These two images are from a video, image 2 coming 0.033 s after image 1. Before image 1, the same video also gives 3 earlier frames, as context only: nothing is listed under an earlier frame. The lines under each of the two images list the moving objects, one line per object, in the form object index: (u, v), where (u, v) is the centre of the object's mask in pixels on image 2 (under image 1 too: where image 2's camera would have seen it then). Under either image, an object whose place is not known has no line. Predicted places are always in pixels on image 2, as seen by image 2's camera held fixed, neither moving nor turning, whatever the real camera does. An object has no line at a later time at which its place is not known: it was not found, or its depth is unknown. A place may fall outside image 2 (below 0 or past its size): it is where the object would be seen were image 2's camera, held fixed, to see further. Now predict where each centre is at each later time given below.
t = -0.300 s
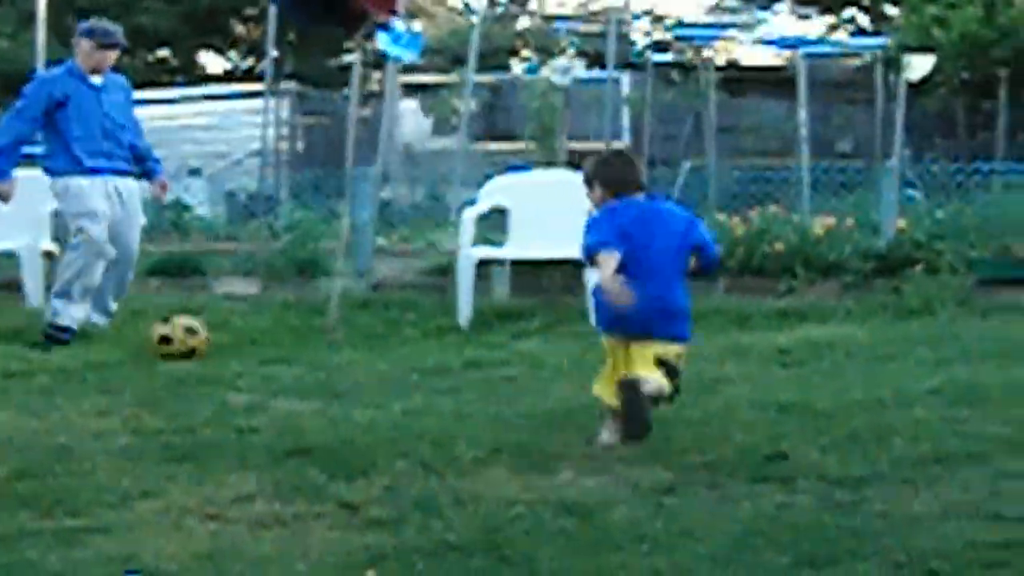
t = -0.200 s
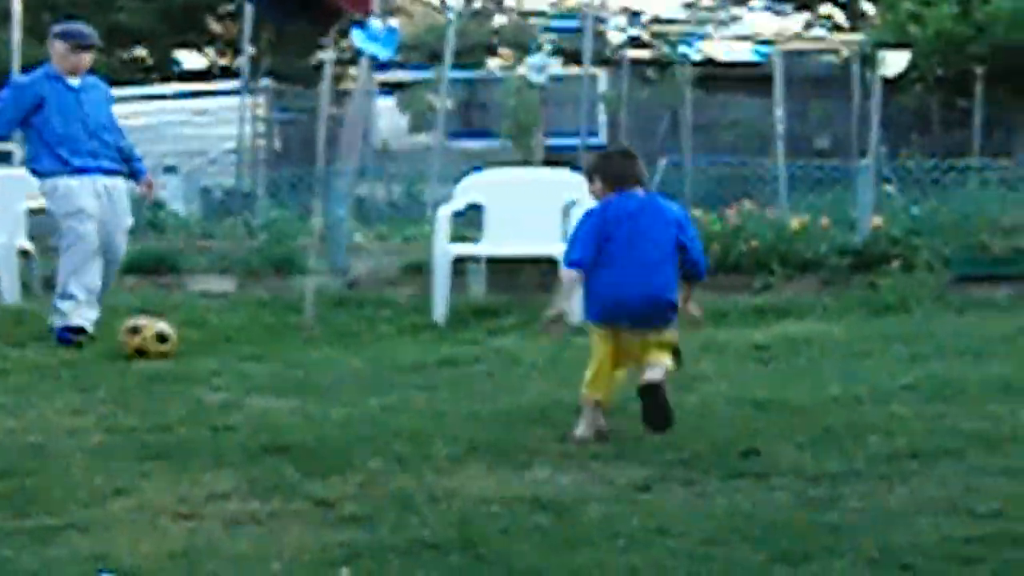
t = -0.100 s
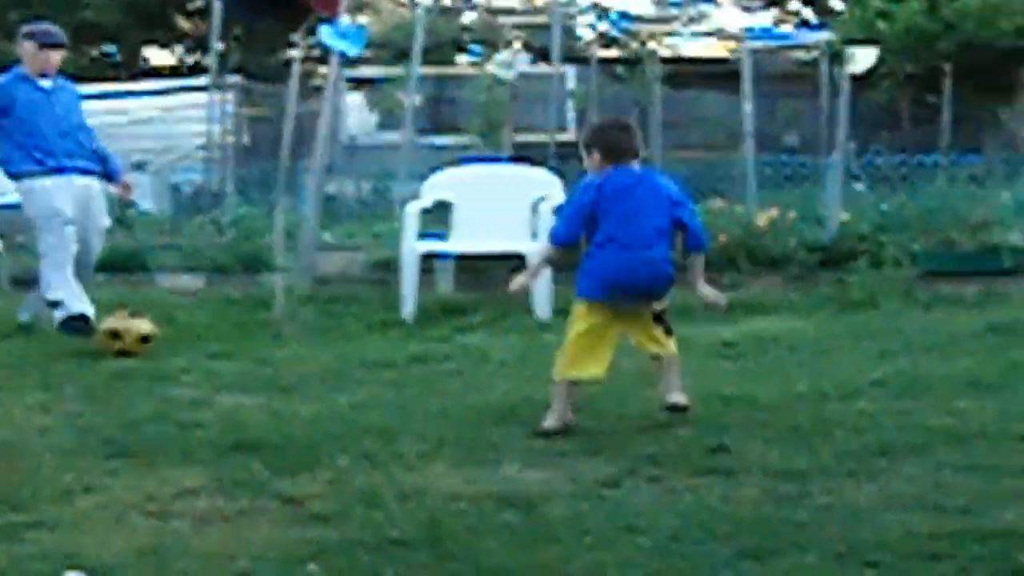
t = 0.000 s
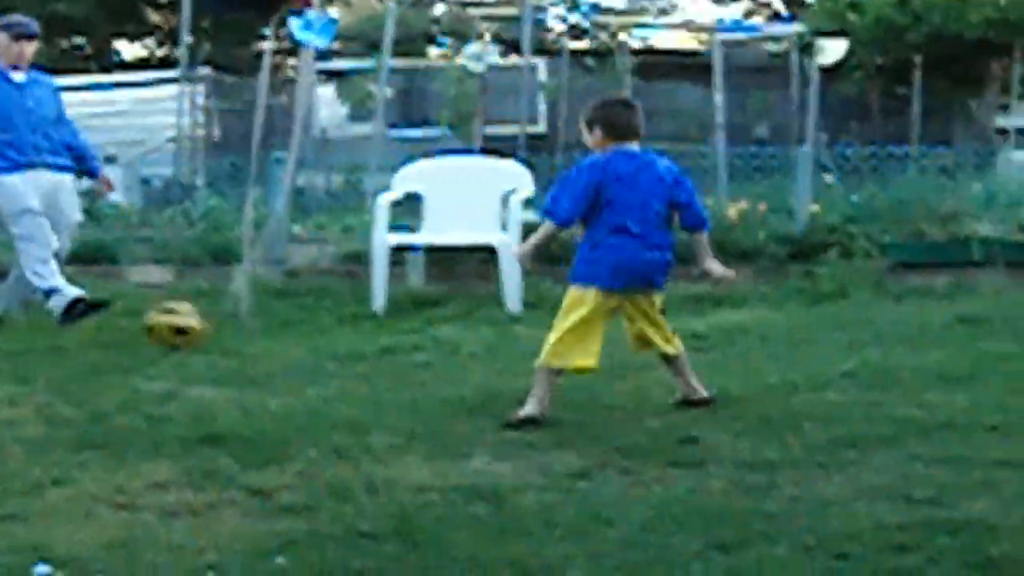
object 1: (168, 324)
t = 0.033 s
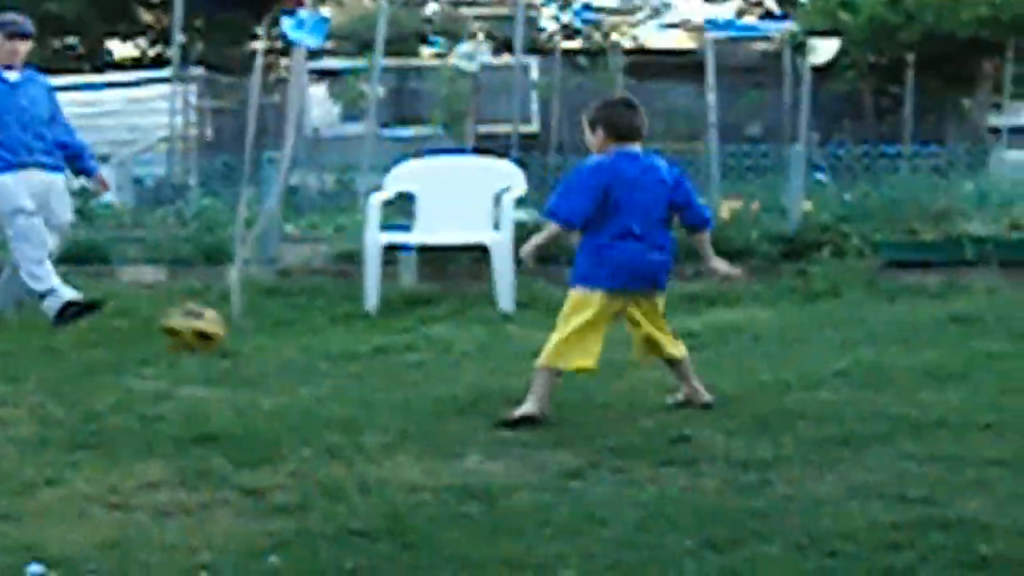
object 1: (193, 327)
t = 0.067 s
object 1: (221, 334)
